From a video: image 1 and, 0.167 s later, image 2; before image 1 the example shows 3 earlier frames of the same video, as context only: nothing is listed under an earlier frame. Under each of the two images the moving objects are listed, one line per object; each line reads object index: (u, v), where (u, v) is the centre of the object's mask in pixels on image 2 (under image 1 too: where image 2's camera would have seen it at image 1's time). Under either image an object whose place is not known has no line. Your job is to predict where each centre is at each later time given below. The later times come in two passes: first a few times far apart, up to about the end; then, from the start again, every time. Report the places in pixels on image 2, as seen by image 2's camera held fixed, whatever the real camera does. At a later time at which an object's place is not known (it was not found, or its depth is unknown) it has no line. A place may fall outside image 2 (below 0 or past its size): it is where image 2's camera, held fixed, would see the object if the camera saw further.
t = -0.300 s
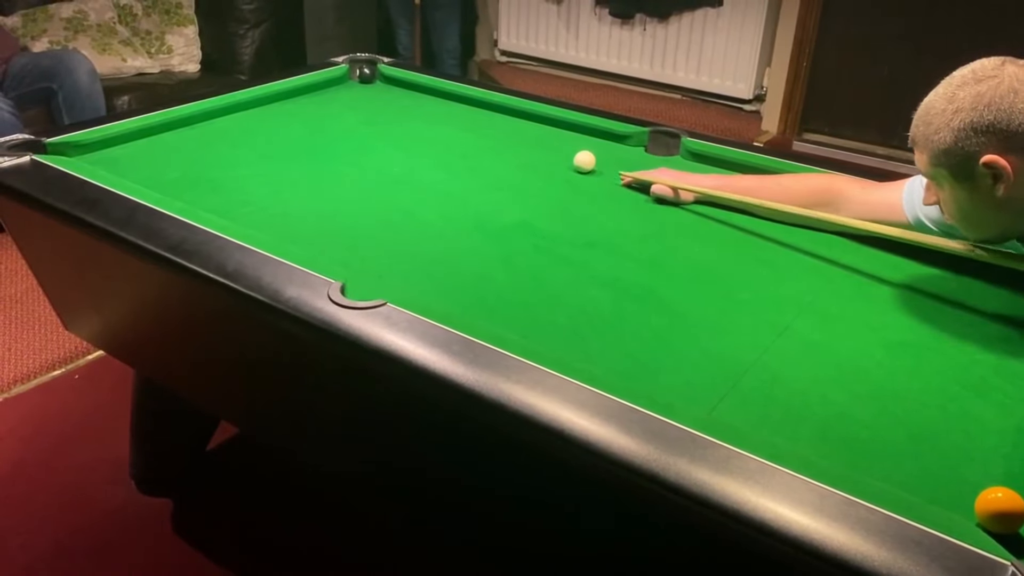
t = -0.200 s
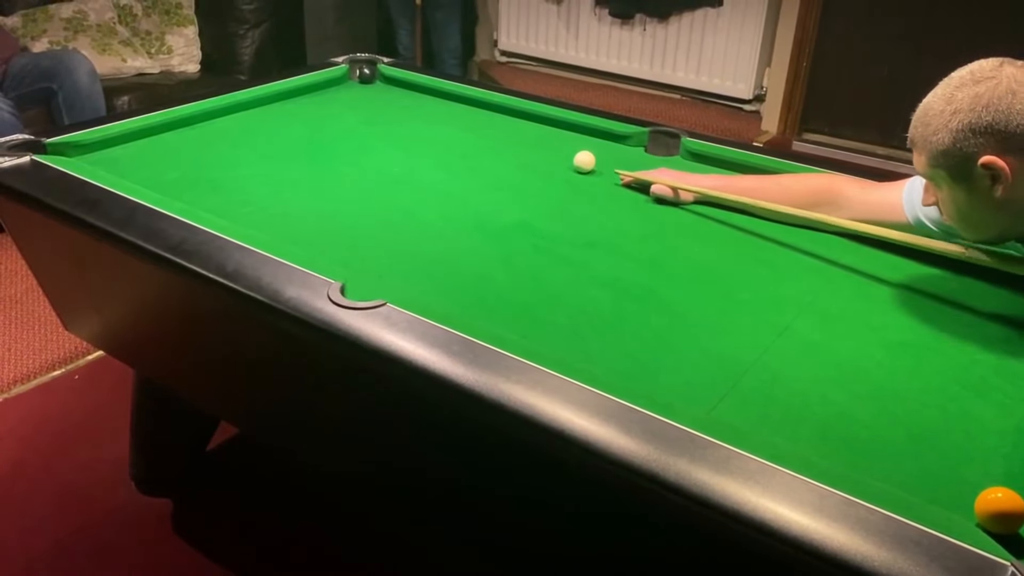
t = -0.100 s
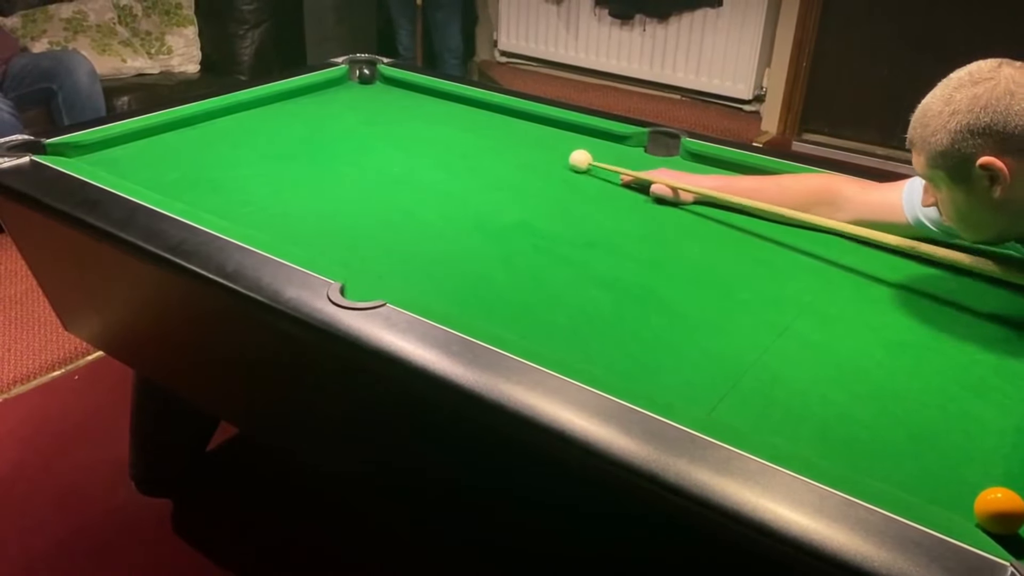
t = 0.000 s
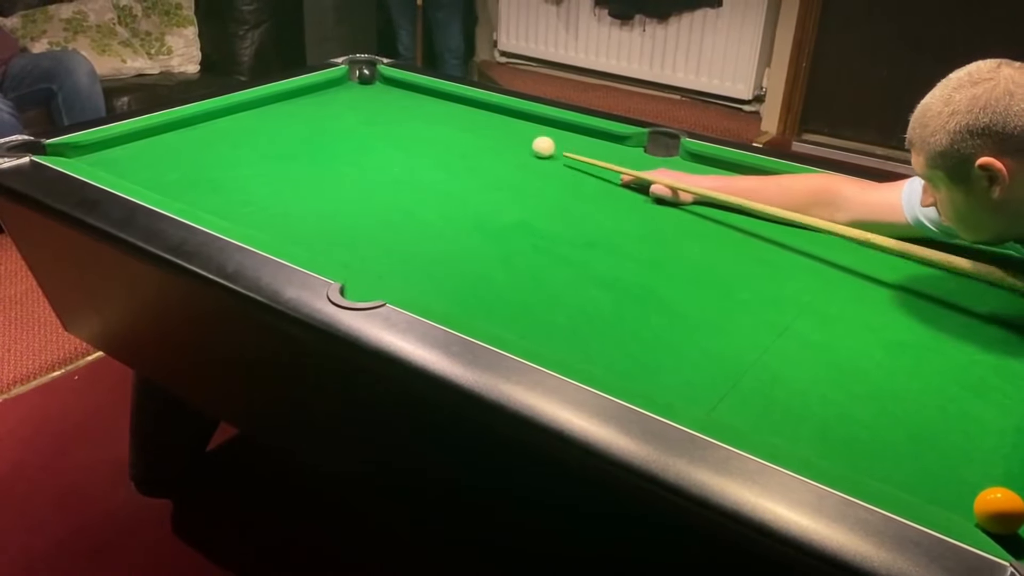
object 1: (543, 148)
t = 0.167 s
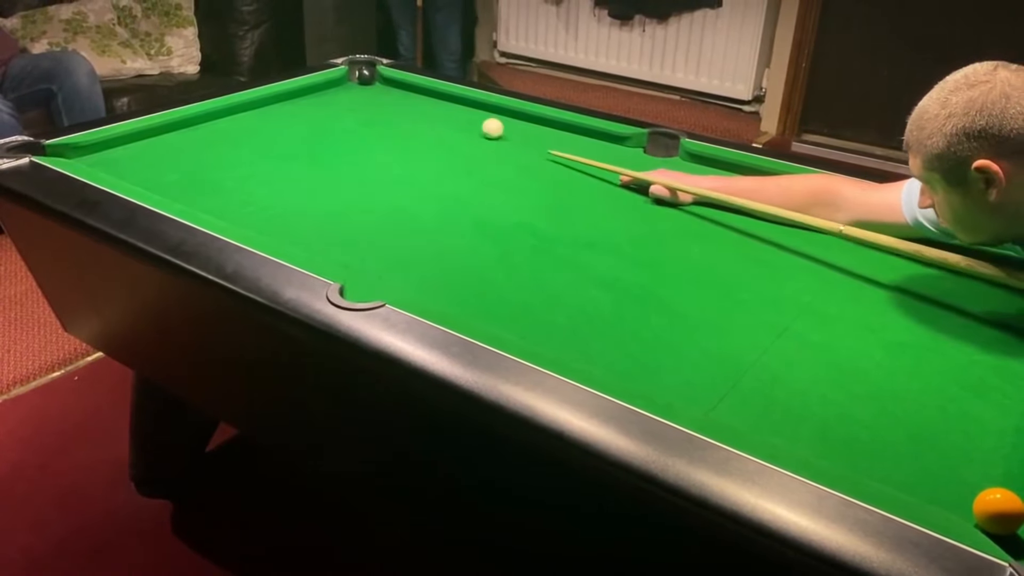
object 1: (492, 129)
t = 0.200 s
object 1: (483, 125)
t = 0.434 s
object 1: (423, 102)
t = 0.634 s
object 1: (378, 86)
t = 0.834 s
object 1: (350, 82)
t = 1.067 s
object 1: (364, 91)
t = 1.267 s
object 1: (375, 99)
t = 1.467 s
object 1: (385, 106)
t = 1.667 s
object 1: (395, 113)
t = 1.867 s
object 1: (403, 120)
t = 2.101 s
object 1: (412, 127)
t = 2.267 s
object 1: (418, 132)
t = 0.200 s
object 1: (483, 125)
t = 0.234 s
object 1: (474, 122)
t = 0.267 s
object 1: (465, 118)
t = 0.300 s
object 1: (456, 115)
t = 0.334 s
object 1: (447, 112)
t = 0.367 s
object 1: (439, 109)
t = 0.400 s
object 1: (431, 106)
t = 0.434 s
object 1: (423, 102)
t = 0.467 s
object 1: (415, 100)
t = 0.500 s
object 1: (407, 97)
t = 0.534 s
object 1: (399, 94)
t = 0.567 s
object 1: (392, 91)
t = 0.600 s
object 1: (385, 88)
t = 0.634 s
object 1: (378, 86)
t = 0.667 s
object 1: (371, 83)
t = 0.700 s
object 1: (364, 80)
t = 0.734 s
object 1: (357, 80)
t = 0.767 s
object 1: (350, 80)
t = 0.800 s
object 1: (348, 81)
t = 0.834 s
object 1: (350, 82)
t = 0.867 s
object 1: (352, 83)
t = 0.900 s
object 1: (354, 85)
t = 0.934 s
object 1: (356, 86)
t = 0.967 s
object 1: (358, 87)
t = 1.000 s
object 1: (360, 89)
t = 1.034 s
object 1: (362, 90)
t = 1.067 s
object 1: (364, 91)
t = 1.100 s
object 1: (366, 92)
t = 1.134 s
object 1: (368, 94)
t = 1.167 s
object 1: (370, 95)
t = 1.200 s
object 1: (372, 96)
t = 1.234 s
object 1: (373, 97)
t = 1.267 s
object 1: (375, 99)
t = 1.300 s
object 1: (377, 100)
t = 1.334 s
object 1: (379, 101)
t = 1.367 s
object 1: (380, 102)
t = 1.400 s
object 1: (382, 104)
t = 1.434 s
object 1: (384, 105)
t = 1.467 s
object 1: (385, 106)
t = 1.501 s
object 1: (387, 107)
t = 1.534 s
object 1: (389, 109)
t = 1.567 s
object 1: (390, 110)
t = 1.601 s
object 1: (392, 111)
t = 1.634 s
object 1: (393, 112)
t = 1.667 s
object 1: (395, 113)
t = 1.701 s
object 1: (396, 114)
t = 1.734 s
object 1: (398, 115)
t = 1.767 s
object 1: (399, 116)
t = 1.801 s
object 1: (400, 118)
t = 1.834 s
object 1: (402, 119)
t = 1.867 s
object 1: (403, 120)
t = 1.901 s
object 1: (404, 121)
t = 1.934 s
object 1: (406, 122)
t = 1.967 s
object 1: (407, 123)
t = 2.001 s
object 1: (408, 124)
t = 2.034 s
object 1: (410, 125)
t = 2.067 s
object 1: (411, 126)
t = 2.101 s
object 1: (412, 127)
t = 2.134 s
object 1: (413, 128)
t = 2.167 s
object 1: (415, 129)
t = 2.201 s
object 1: (416, 130)
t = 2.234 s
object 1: (417, 131)
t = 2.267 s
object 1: (418, 132)
